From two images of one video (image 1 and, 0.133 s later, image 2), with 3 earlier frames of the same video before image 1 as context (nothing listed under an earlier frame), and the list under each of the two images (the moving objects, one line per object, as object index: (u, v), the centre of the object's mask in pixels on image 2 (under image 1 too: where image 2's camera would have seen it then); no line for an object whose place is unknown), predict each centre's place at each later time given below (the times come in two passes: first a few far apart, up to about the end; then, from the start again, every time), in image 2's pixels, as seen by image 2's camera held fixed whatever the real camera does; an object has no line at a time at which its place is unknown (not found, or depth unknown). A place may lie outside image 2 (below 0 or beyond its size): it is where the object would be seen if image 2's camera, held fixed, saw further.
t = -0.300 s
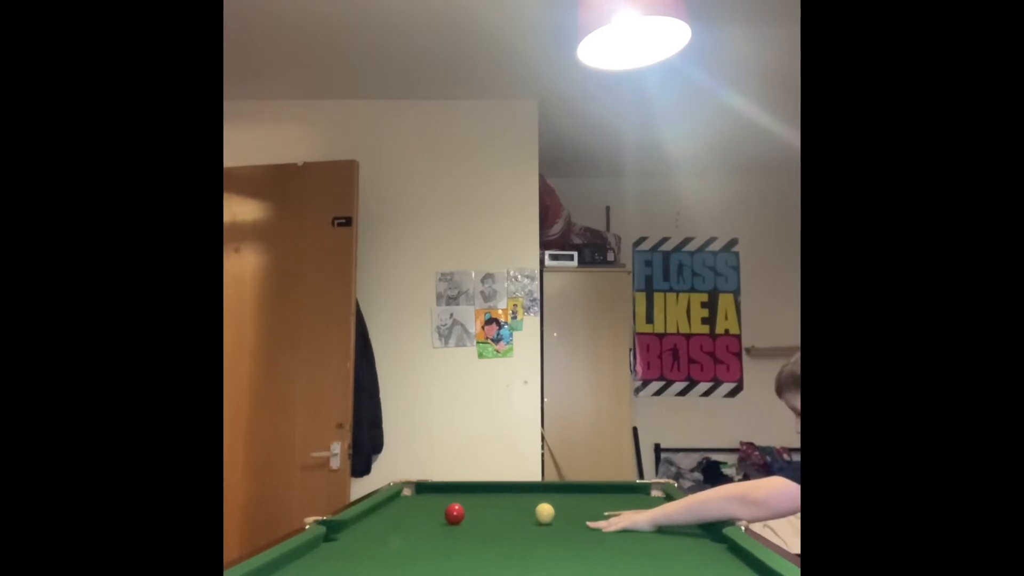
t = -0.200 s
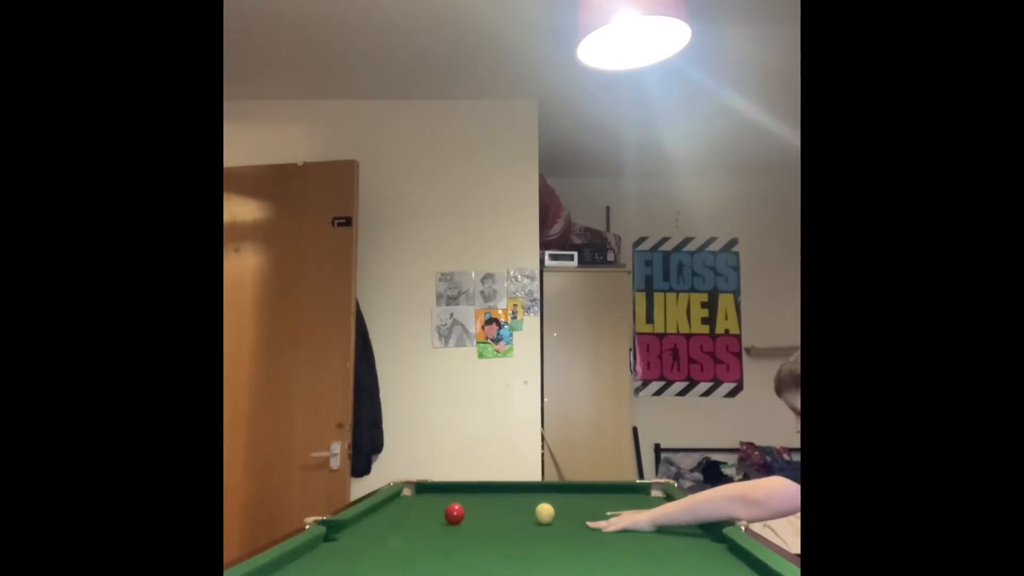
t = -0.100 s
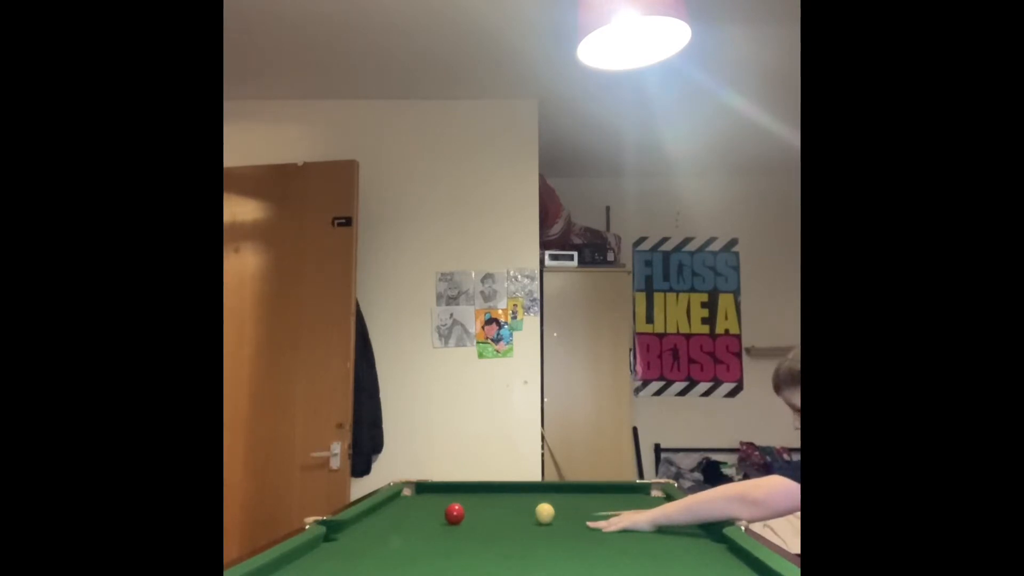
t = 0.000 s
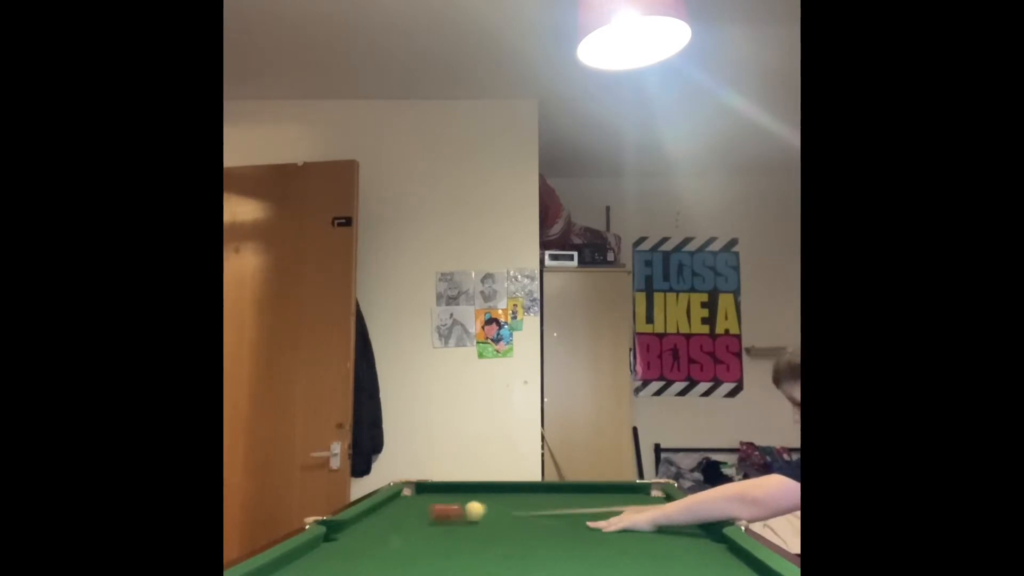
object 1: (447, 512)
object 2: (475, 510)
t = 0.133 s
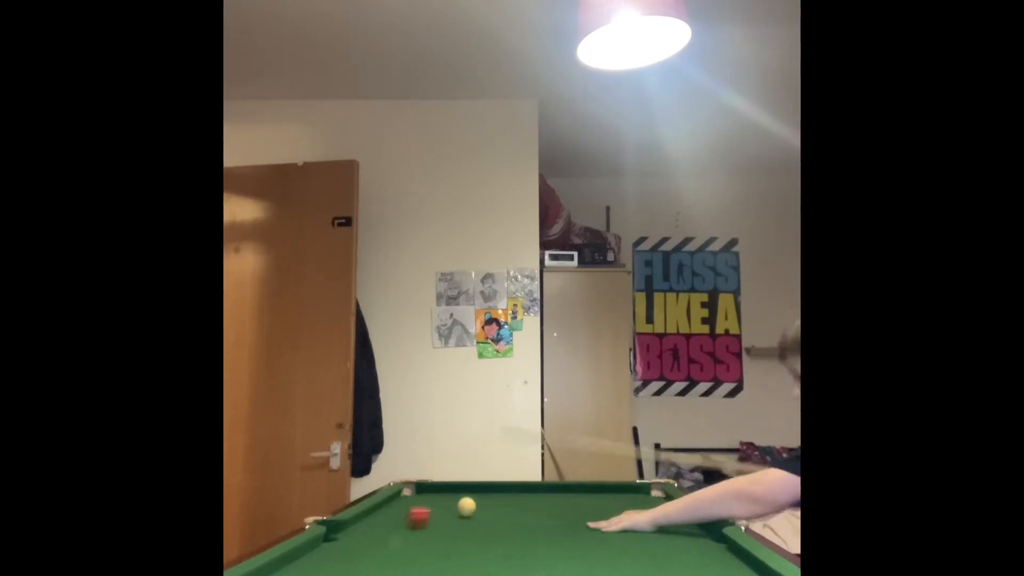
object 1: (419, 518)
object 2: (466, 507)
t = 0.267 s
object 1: (509, 519)
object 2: (465, 503)
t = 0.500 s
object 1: (662, 522)
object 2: (460, 498)
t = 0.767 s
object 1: (602, 522)
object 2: (451, 494)
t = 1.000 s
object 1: (524, 523)
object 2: (441, 491)
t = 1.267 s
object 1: (442, 525)
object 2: (428, 489)
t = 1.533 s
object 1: (367, 526)
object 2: (417, 487)
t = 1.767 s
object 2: (411, 487)
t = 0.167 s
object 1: (443, 517)
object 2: (466, 506)
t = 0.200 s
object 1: (466, 518)
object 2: (466, 502)
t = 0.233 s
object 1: (488, 518)
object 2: (466, 504)
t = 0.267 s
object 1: (509, 519)
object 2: (465, 503)
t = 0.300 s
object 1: (530, 519)
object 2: (465, 503)
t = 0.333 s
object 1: (552, 519)
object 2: (464, 502)
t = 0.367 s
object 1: (574, 519)
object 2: (464, 501)
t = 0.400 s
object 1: (595, 520)
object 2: (463, 500)
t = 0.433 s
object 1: (618, 520)
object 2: (462, 500)
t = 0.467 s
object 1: (640, 521)
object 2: (461, 499)
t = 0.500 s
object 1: (662, 522)
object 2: (460, 498)
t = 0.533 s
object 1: (685, 522)
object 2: (459, 498)
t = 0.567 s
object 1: (686, 522)
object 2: (458, 497)
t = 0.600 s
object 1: (668, 522)
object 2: (457, 496)
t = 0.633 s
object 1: (652, 522)
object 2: (456, 496)
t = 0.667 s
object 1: (638, 522)
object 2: (455, 496)
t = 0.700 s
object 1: (626, 522)
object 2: (454, 495)
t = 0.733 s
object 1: (614, 522)
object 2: (452, 494)
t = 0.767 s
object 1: (602, 522)
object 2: (451, 494)
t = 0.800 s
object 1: (590, 523)
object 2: (449, 493)
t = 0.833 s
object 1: (579, 523)
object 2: (448, 493)
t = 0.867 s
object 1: (568, 523)
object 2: (447, 493)
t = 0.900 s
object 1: (557, 523)
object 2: (445, 492)
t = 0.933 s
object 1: (545, 523)
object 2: (444, 492)
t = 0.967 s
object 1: (535, 523)
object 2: (442, 491)
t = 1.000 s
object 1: (524, 523)
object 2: (441, 491)
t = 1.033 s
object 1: (514, 524)
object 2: (439, 491)
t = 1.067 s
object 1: (503, 523)
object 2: (437, 490)
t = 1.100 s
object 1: (492, 524)
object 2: (436, 490)
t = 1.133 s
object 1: (482, 524)
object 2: (434, 490)
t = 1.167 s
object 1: (472, 524)
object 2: (433, 490)
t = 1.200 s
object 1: (462, 525)
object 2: (431, 490)
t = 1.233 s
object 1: (452, 524)
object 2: (430, 489)
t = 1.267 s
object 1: (442, 525)
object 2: (428, 489)
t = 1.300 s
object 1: (432, 525)
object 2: (427, 489)
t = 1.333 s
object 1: (423, 525)
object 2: (425, 488)
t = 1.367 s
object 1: (413, 526)
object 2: (424, 488)
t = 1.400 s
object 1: (404, 526)
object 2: (422, 488)
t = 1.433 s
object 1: (395, 526)
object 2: (421, 488)
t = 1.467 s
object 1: (385, 526)
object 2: (420, 487)
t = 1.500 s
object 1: (377, 526)
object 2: (418, 487)
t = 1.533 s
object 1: (367, 526)
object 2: (417, 487)
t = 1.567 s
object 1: (358, 527)
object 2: (416, 487)
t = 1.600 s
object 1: (349, 527)
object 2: (414, 487)
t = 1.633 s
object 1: (340, 528)
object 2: (413, 487)
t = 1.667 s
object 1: (333, 530)
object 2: (412, 487)
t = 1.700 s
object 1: (329, 536)
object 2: (411, 487)
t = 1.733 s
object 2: (411, 486)
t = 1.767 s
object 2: (411, 487)
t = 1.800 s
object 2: (411, 487)
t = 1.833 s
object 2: (411, 488)
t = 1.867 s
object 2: (409, 491)
